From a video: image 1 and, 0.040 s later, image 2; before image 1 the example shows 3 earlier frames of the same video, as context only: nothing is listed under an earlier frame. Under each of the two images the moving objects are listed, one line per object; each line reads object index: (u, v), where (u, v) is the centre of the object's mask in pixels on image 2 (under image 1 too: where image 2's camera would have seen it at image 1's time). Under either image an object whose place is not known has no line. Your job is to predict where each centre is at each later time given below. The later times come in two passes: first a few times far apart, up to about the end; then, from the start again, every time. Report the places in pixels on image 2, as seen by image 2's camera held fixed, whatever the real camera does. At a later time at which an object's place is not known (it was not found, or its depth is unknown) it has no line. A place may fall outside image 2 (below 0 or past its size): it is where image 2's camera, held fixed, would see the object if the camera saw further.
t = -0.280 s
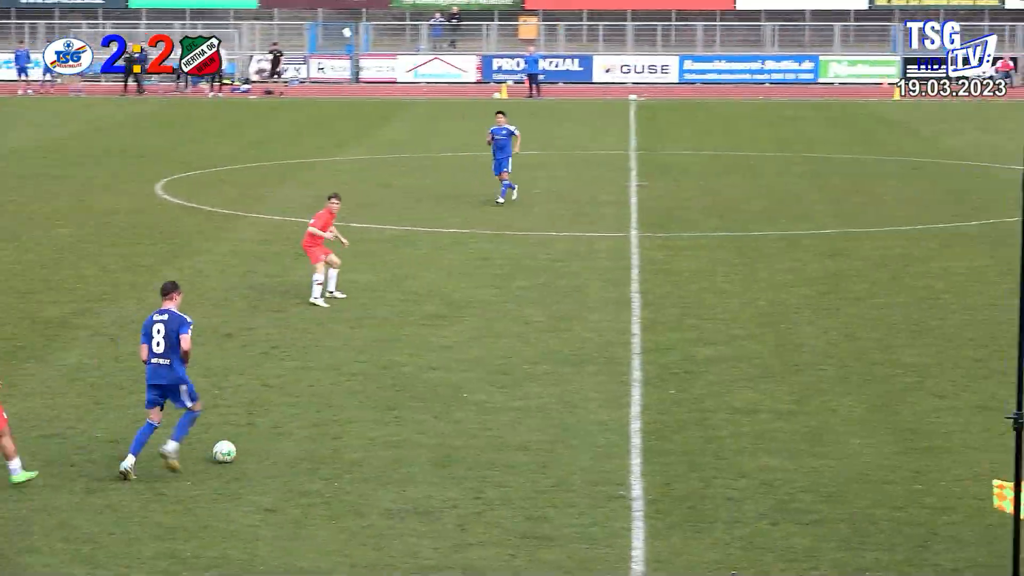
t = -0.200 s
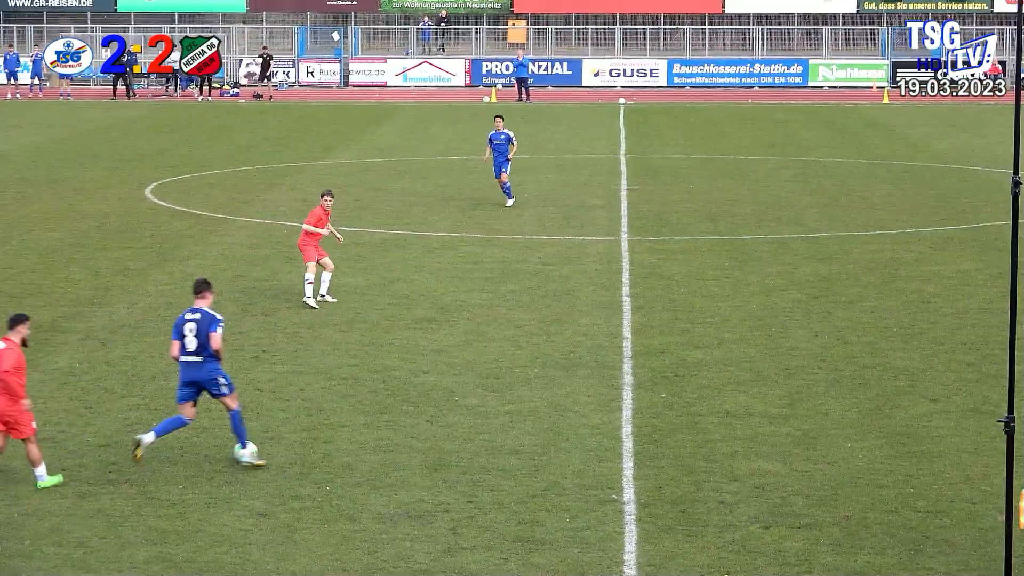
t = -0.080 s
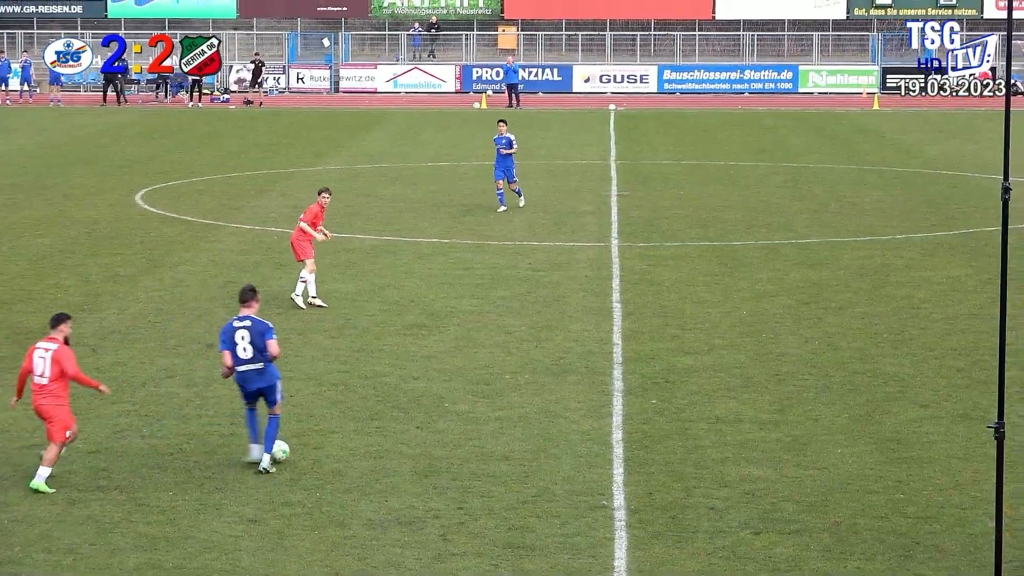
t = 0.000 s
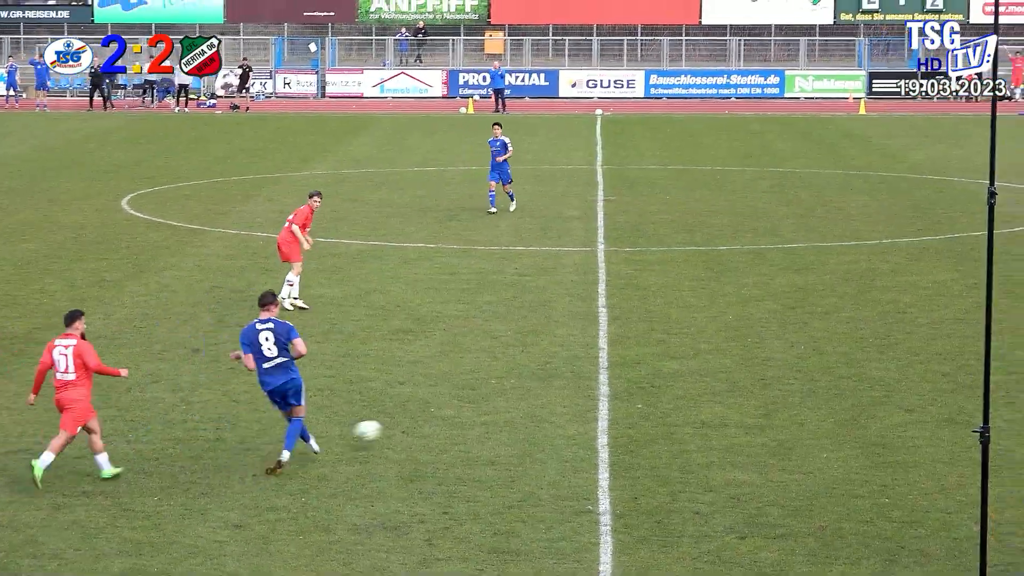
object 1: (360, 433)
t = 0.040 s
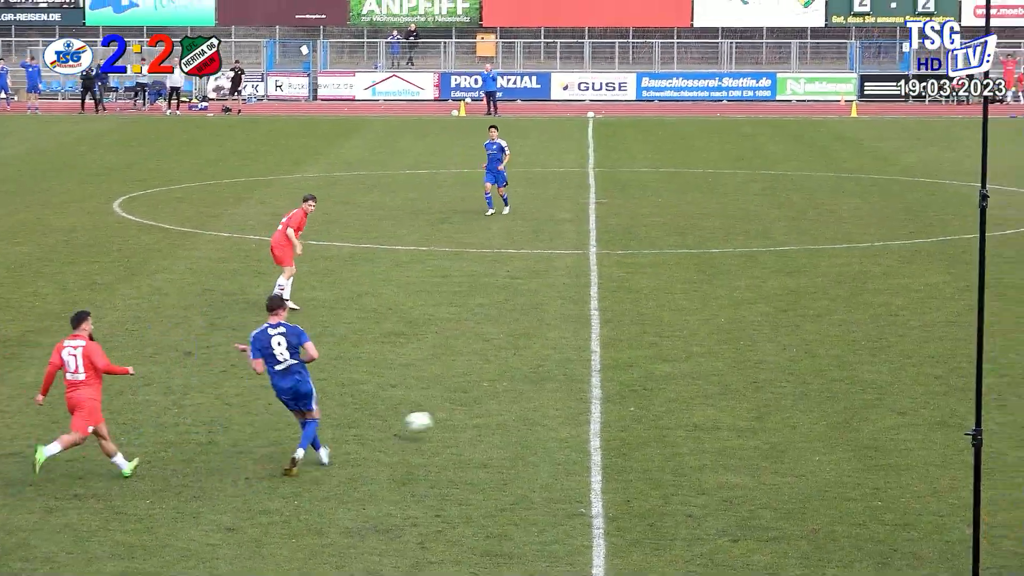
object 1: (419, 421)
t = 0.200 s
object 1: (629, 397)
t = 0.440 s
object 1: (866, 360)
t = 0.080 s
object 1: (474, 412)
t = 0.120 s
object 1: (528, 404)
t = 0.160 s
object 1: (579, 401)
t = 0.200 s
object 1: (629, 397)
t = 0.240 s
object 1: (672, 386)
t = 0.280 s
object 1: (713, 377)
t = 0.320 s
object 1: (753, 370)
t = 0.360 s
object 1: (792, 365)
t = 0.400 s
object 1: (830, 362)
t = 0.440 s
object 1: (866, 360)
